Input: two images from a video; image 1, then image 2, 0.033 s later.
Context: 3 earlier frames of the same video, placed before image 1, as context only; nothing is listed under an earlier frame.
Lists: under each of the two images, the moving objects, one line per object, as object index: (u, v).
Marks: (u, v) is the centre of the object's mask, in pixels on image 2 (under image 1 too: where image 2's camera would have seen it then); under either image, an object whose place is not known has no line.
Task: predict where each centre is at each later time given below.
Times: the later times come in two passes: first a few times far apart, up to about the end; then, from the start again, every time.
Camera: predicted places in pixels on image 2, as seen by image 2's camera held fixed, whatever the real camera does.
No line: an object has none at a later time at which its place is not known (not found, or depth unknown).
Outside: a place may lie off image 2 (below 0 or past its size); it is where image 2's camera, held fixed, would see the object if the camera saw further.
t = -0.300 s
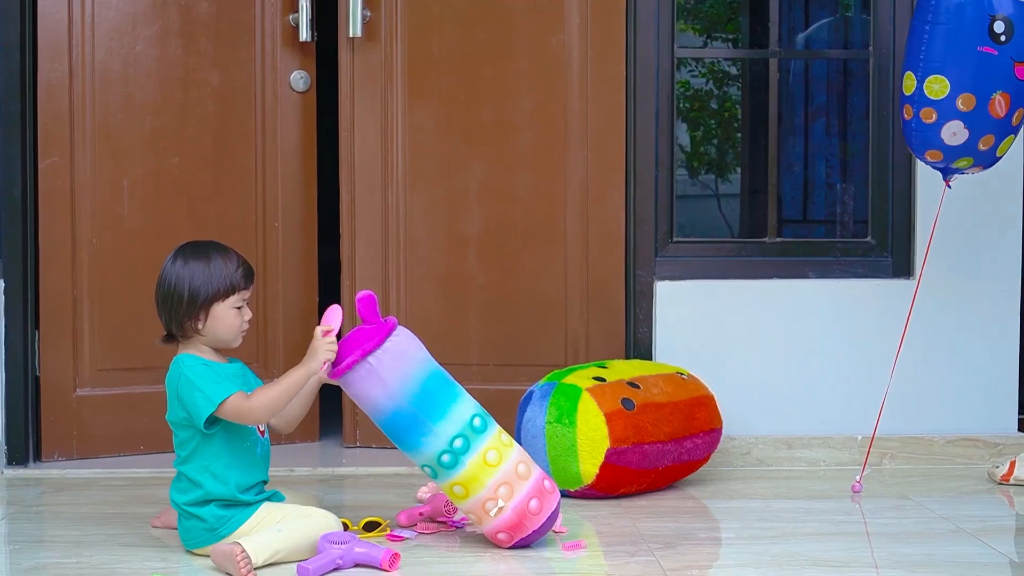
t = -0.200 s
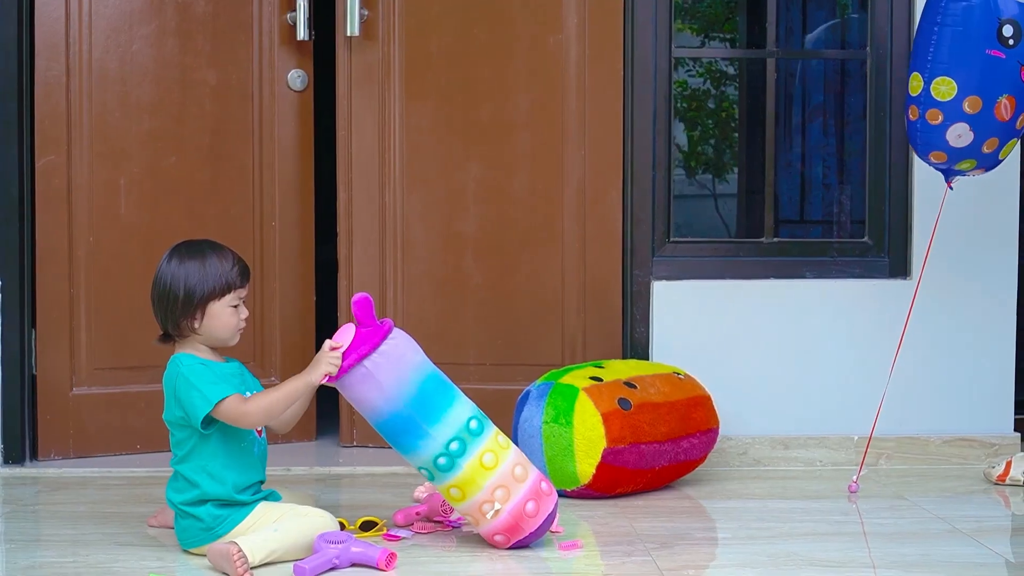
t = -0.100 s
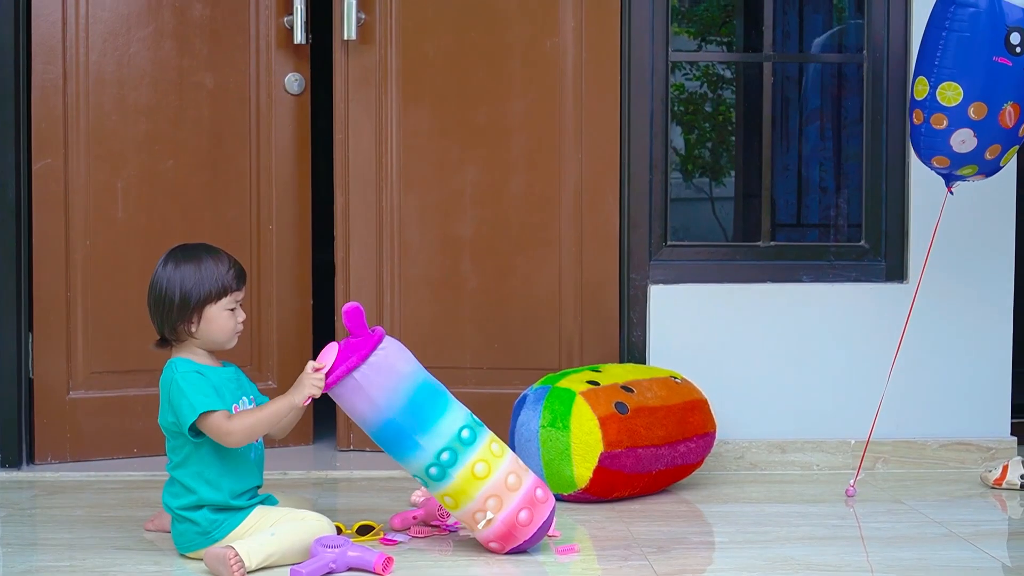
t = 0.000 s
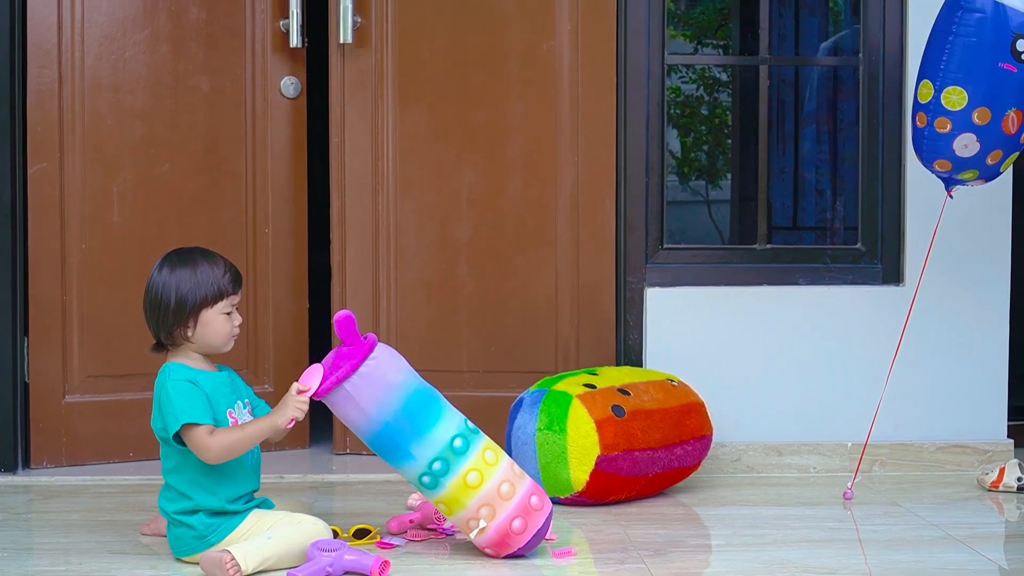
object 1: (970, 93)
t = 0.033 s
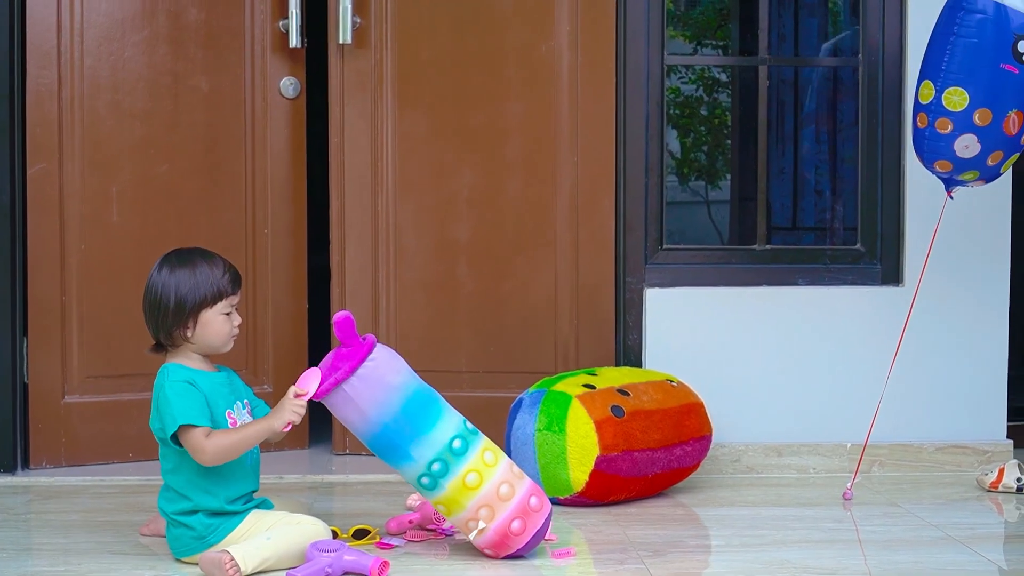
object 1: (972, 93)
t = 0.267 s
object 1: (983, 96)
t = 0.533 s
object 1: (991, 97)
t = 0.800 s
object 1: (990, 96)
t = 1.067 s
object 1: (981, 96)
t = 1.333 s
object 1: (976, 98)
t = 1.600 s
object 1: (972, 95)
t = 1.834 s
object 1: (953, 94)
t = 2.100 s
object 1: (926, 95)
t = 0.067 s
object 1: (974, 93)
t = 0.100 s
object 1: (976, 94)
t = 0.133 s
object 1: (977, 94)
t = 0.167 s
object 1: (979, 95)
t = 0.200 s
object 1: (981, 95)
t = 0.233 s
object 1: (981, 95)
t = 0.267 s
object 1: (983, 96)
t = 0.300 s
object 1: (985, 96)
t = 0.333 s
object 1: (986, 96)
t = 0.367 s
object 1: (987, 97)
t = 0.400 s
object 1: (988, 97)
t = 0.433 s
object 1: (989, 97)
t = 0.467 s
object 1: (990, 96)
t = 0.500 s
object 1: (991, 97)
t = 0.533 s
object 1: (991, 97)
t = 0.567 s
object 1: (991, 96)
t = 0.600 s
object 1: (992, 96)
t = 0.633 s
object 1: (992, 97)
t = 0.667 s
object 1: (992, 97)
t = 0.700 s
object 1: (992, 97)
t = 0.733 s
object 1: (992, 97)
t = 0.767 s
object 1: (991, 96)
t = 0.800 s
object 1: (990, 96)
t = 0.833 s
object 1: (989, 96)
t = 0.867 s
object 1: (988, 96)
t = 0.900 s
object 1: (987, 96)
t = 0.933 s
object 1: (987, 96)
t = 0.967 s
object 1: (985, 96)
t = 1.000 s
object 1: (983, 96)
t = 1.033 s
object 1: (983, 96)
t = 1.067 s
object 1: (981, 96)
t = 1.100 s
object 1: (980, 96)
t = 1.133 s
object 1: (980, 96)
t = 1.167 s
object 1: (978, 96)
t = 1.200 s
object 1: (977, 96)
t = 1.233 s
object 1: (977, 97)
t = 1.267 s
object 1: (976, 97)
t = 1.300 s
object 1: (976, 98)
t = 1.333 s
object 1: (976, 98)
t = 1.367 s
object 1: (975, 97)
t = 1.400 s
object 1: (975, 97)
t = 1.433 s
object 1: (975, 97)
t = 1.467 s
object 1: (975, 97)
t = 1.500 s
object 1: (974, 96)
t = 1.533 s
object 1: (974, 96)
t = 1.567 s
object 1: (973, 95)
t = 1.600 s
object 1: (972, 95)
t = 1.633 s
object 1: (971, 95)
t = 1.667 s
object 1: (969, 94)
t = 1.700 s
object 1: (966, 94)
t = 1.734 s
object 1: (962, 93)
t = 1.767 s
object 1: (958, 94)
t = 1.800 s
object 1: (957, 94)
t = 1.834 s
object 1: (953, 94)
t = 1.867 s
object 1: (950, 93)
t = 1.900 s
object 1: (948, 94)
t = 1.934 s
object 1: (944, 95)
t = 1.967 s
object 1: (940, 94)
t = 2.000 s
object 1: (938, 94)
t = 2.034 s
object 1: (933, 94)
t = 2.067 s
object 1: (928, 95)
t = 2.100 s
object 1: (926, 95)
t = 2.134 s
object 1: (921, 95)
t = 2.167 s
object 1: (916, 95)
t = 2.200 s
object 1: (914, 95)
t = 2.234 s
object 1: (909, 95)
